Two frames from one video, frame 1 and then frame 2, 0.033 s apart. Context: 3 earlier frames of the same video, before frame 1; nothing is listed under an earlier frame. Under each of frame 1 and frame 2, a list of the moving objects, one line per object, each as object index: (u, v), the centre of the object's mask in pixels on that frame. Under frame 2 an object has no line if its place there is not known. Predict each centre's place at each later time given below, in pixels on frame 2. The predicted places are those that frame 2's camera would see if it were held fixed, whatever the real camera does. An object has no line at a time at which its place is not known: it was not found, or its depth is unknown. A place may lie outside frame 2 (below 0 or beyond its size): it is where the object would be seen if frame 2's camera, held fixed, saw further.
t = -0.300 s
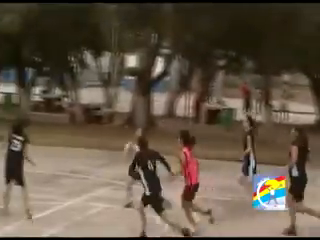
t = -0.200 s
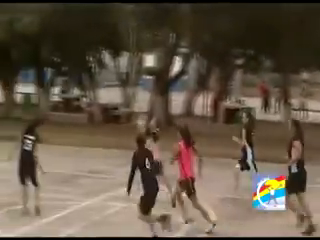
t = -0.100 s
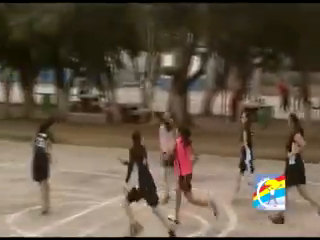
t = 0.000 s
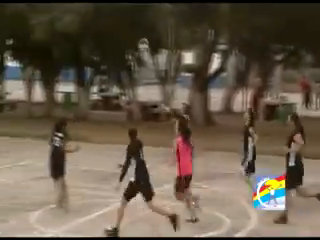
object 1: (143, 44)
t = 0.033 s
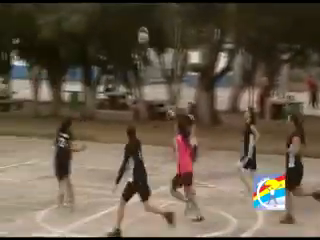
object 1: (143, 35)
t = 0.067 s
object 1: (136, 24)
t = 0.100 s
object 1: (129, 15)
